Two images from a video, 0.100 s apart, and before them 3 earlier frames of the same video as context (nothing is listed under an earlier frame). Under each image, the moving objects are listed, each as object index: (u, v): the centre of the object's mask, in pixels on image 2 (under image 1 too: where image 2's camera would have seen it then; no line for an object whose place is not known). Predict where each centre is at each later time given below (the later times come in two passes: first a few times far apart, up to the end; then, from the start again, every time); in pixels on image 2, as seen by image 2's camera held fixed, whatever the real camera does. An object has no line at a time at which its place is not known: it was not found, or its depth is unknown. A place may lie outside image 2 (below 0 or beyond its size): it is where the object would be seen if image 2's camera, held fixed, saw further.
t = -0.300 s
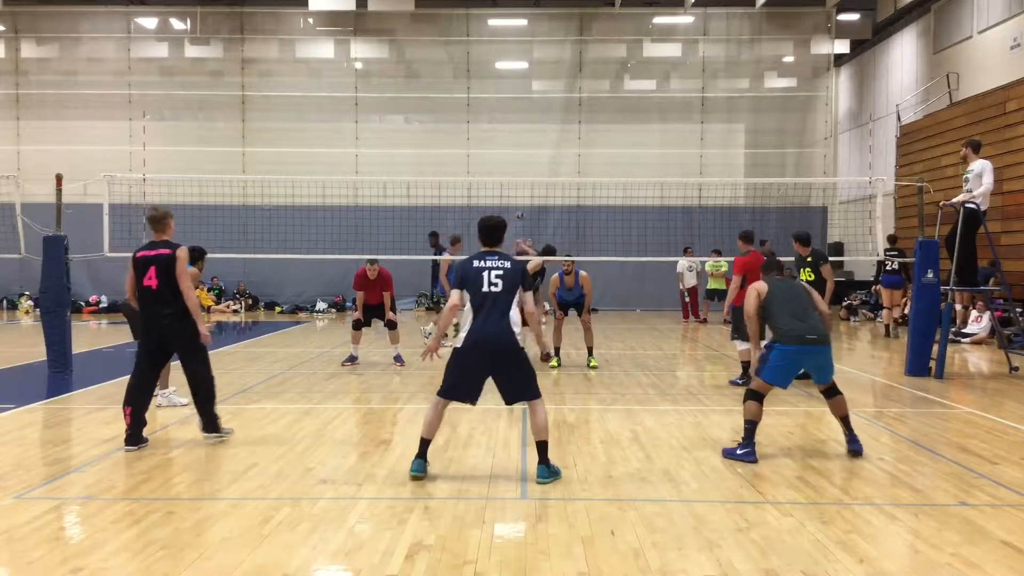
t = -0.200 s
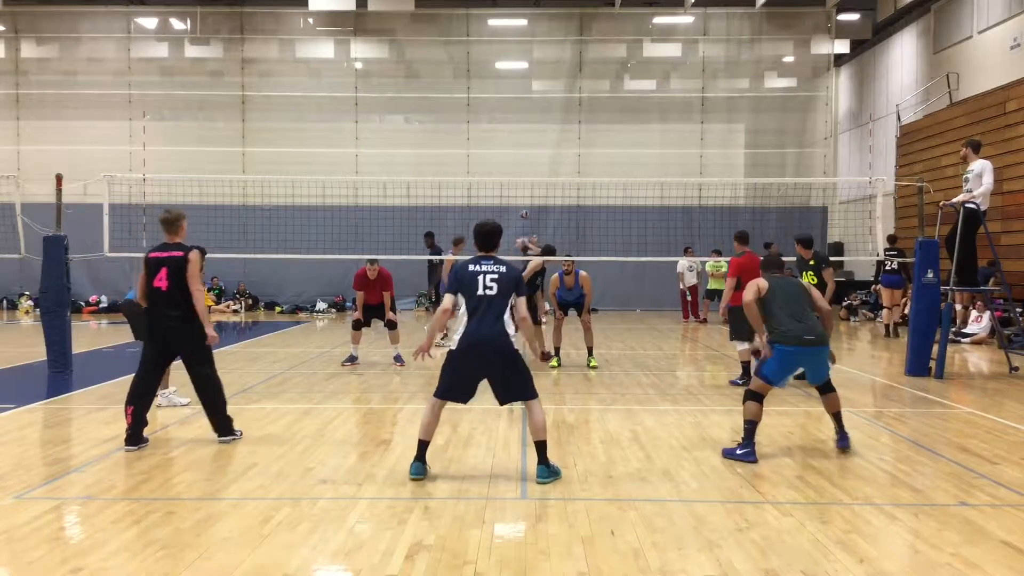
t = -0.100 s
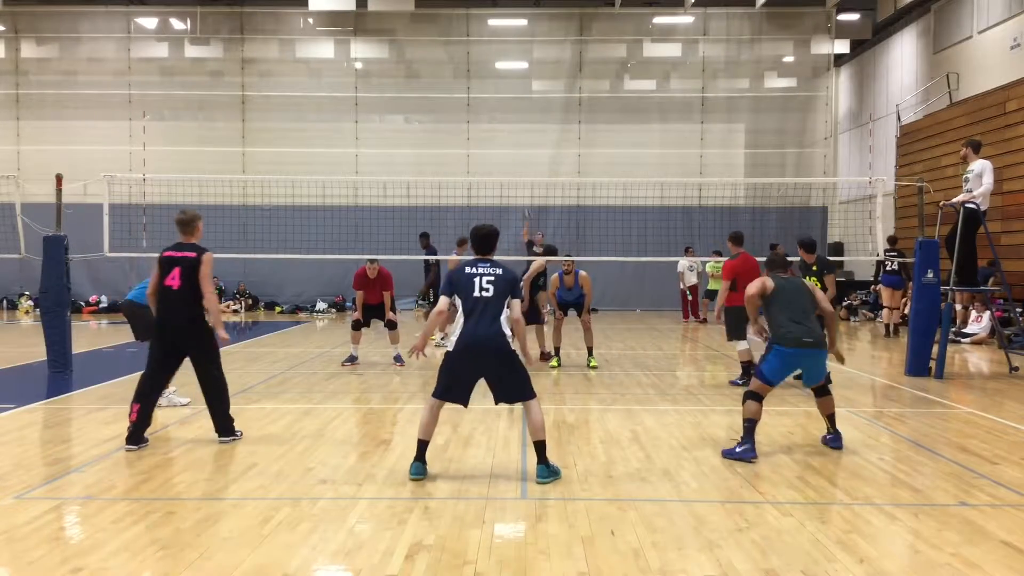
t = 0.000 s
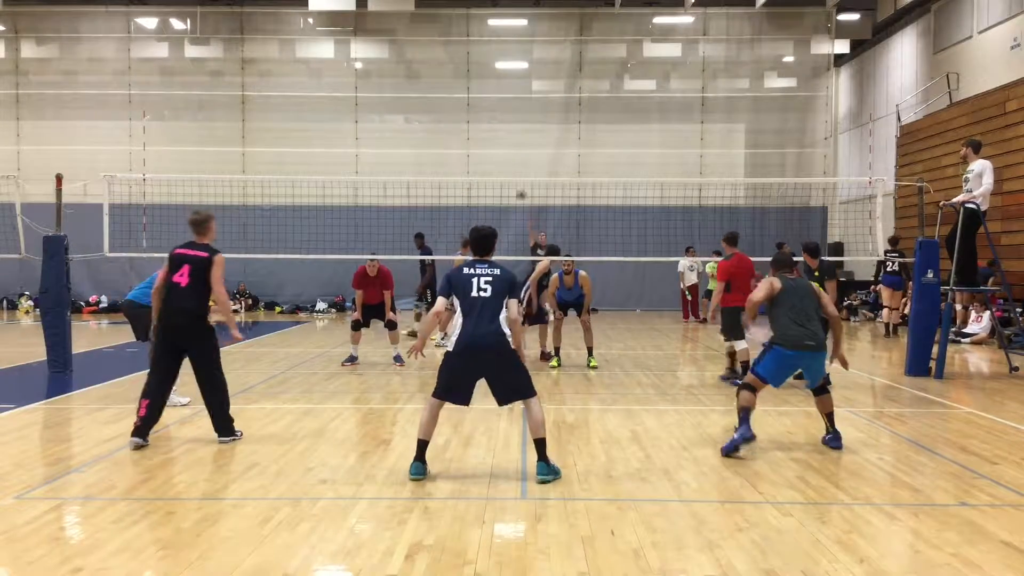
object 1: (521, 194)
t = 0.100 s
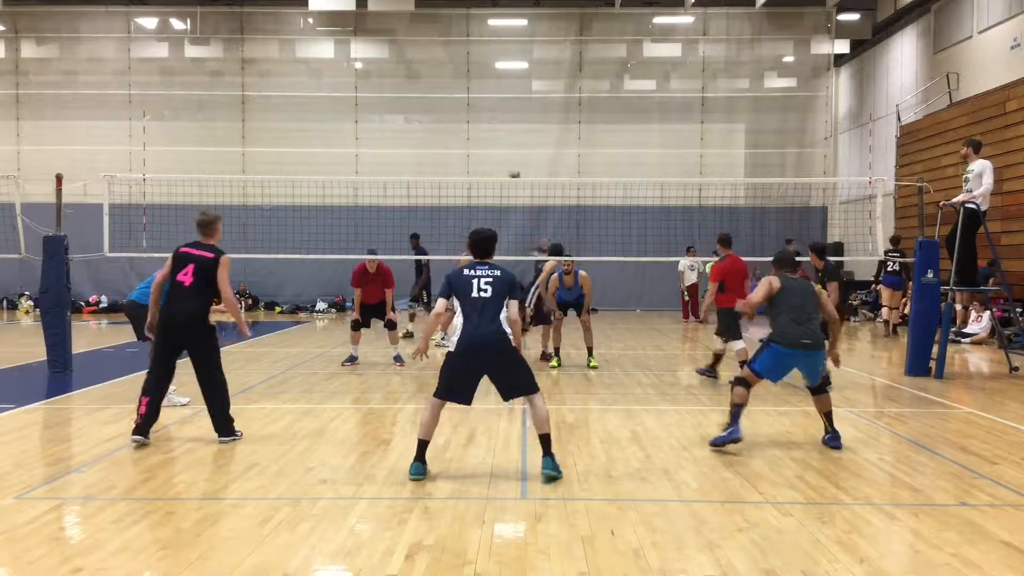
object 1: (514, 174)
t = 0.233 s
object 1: (506, 154)
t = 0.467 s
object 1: (493, 141)
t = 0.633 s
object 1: (482, 155)
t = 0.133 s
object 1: (512, 170)
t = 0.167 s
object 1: (510, 164)
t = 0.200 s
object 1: (508, 159)
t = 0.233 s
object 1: (506, 154)
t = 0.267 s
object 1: (504, 150)
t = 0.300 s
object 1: (502, 147)
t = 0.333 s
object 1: (500, 145)
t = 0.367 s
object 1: (498, 142)
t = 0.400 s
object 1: (496, 141)
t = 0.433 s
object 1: (494, 140)
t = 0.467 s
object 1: (493, 141)
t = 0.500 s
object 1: (491, 142)
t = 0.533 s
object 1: (489, 143)
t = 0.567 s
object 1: (486, 146)
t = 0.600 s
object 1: (484, 149)
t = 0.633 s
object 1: (482, 155)
